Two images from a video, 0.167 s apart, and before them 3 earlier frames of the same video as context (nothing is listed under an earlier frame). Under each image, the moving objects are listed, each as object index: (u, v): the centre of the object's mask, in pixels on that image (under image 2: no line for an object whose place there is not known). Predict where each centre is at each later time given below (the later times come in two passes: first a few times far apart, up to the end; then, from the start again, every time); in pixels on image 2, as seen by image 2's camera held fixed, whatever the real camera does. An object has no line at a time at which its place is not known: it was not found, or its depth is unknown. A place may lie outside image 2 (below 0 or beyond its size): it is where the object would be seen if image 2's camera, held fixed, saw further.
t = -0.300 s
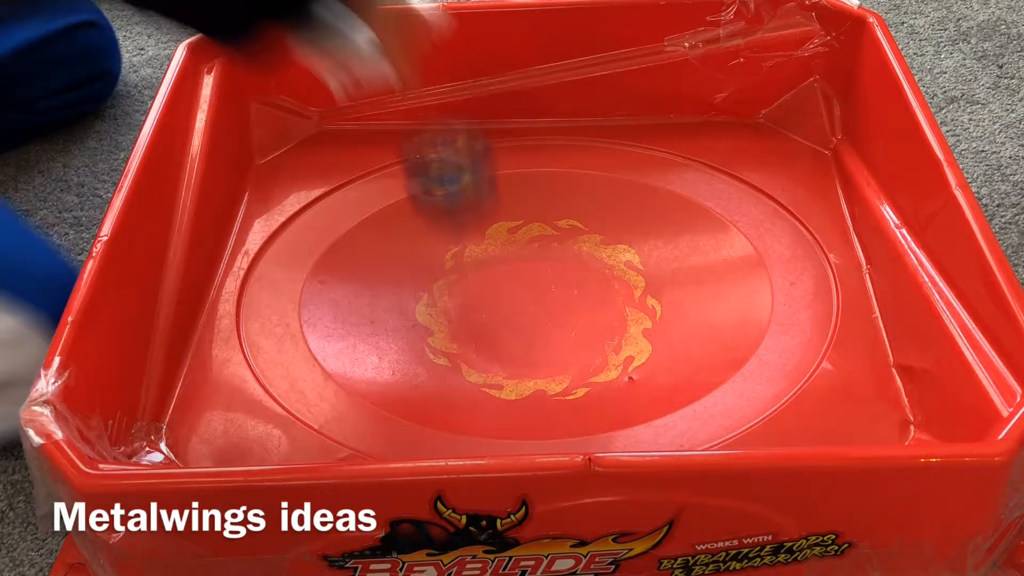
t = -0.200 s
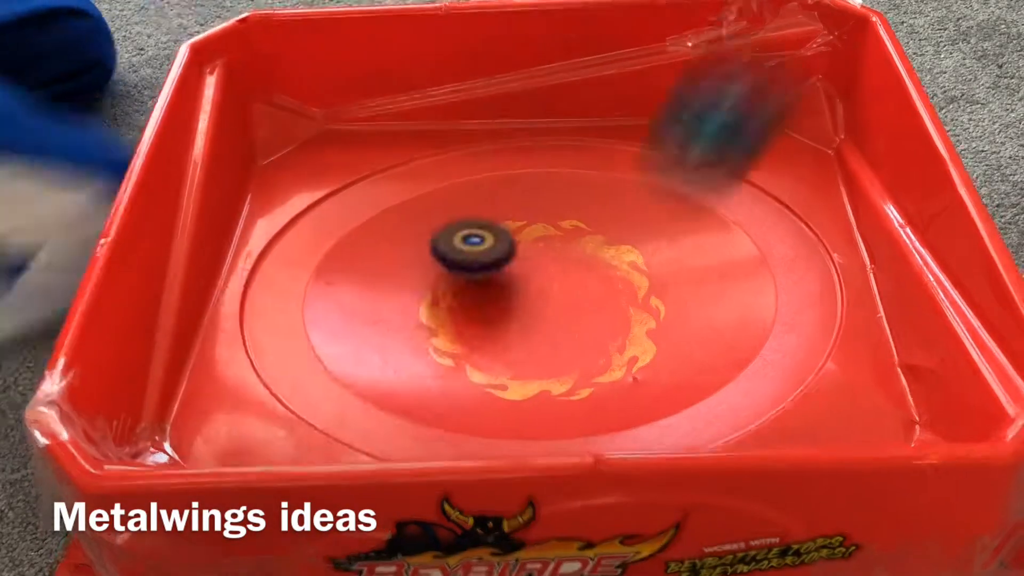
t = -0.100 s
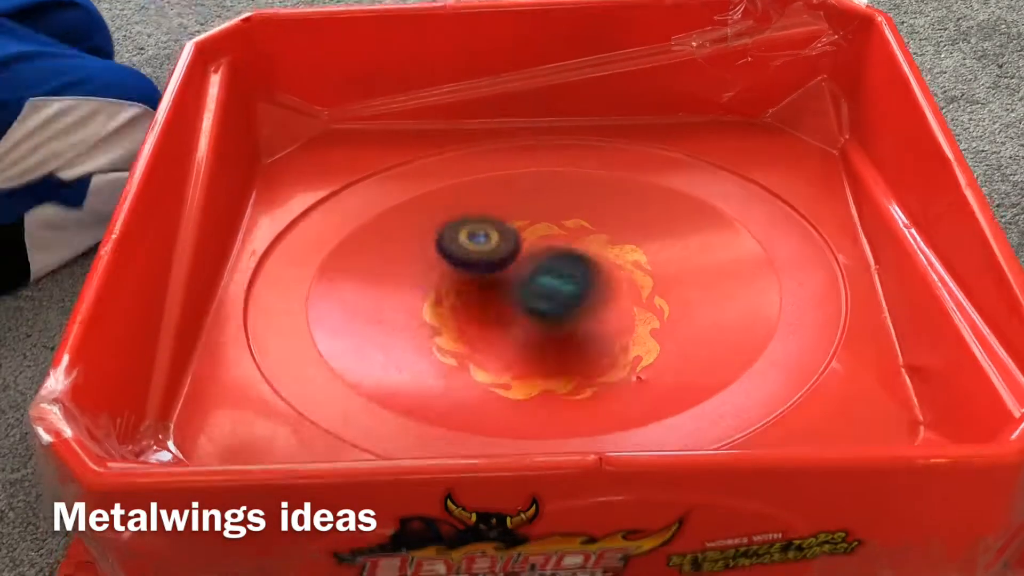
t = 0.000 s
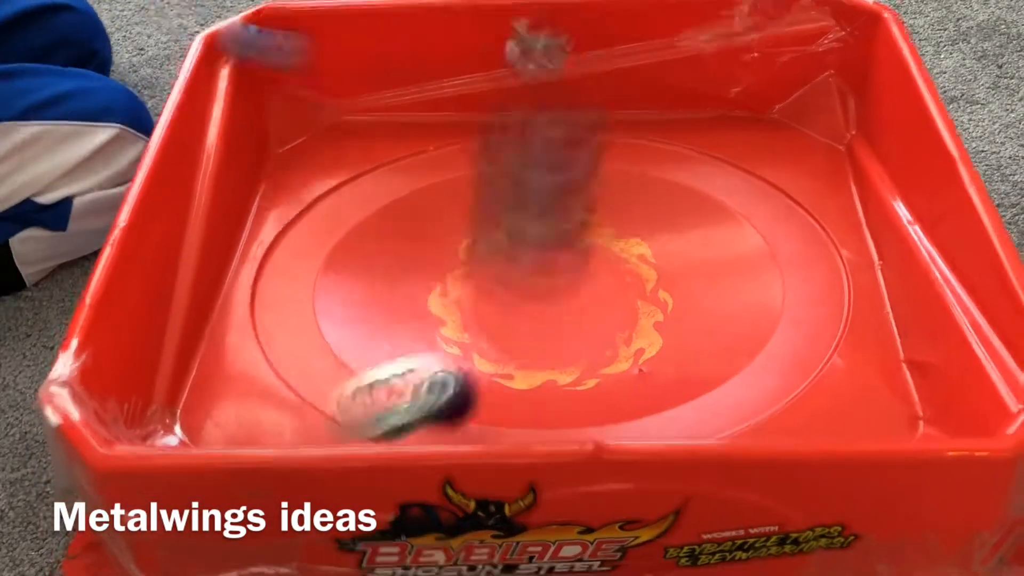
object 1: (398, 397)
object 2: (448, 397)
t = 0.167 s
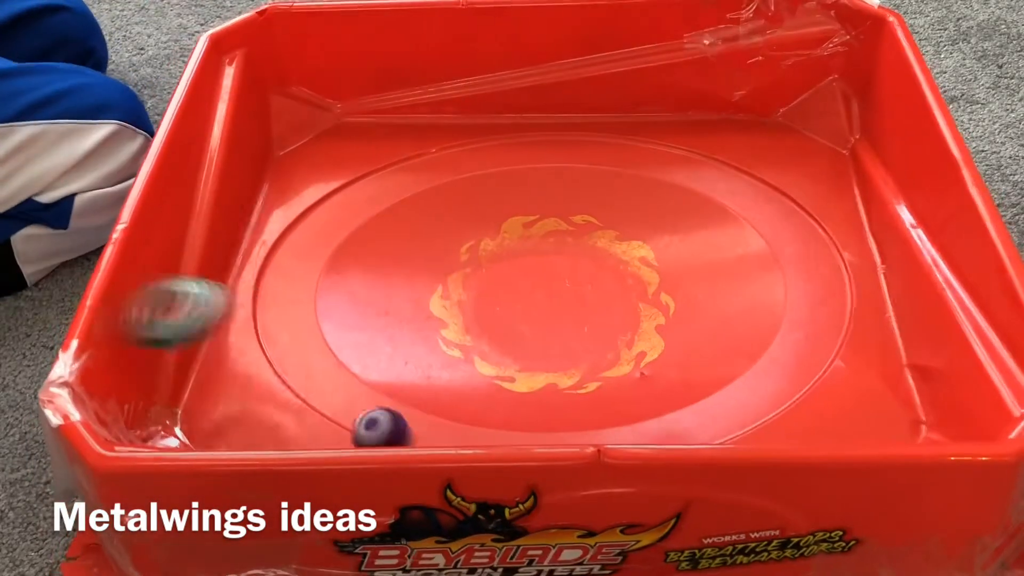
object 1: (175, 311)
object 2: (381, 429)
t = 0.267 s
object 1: (333, 324)
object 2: (359, 424)
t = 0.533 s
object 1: (717, 210)
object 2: (411, 434)
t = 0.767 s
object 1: (702, 158)
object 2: (566, 370)
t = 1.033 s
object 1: (524, 422)
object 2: (650, 178)
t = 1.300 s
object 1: (563, 271)
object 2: (561, 174)
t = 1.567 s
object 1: (460, 280)
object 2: (726, 171)
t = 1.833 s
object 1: (502, 338)
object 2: (714, 415)
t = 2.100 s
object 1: (553, 278)
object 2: (621, 264)
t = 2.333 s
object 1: (503, 255)
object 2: (500, 167)
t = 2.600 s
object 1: (519, 302)
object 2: (472, 241)
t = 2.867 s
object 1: (533, 353)
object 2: (521, 255)
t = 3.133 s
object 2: (528, 250)
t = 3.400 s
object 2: (528, 250)
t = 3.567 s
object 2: (528, 250)
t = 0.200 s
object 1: (231, 325)
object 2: (373, 427)
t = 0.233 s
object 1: (290, 346)
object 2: (365, 424)
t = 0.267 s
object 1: (333, 324)
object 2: (359, 424)
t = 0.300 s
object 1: (376, 312)
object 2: (356, 426)
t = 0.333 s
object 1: (422, 313)
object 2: (354, 427)
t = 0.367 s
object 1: (472, 308)
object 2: (357, 428)
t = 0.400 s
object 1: (524, 296)
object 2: (362, 431)
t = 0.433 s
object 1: (576, 280)
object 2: (369, 434)
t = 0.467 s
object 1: (621, 259)
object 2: (381, 435)
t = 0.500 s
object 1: (672, 236)
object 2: (394, 436)
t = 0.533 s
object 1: (717, 210)
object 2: (411, 434)
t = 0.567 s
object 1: (756, 194)
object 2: (430, 430)
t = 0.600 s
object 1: (792, 173)
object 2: (451, 426)
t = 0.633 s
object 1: (817, 164)
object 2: (472, 420)
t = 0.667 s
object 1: (791, 148)
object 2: (494, 410)
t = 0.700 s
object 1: (765, 134)
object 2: (517, 399)
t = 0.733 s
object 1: (737, 143)
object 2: (542, 385)
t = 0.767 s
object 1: (702, 158)
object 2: (566, 370)
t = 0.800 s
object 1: (665, 181)
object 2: (589, 349)
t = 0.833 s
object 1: (626, 206)
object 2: (610, 321)
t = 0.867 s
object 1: (586, 239)
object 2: (626, 290)
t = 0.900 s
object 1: (549, 272)
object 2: (639, 265)
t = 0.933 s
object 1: (540, 315)
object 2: (648, 240)
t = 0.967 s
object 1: (534, 359)
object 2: (653, 216)
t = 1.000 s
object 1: (530, 396)
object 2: (653, 194)
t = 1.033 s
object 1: (524, 422)
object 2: (650, 178)
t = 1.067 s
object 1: (528, 414)
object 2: (643, 167)
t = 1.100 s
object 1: (537, 386)
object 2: (633, 162)
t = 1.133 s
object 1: (546, 366)
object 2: (623, 164)
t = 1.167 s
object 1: (553, 361)
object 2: (607, 174)
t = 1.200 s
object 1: (560, 364)
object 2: (591, 187)
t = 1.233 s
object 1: (565, 325)
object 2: (576, 206)
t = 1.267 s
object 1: (570, 296)
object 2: (557, 227)
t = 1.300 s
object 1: (563, 271)
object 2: (561, 174)
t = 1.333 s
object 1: (553, 273)
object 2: (580, 74)
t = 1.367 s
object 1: (540, 271)
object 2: (598, 17)
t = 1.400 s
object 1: (527, 270)
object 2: (618, 10)
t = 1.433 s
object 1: (514, 272)
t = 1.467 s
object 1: (499, 272)
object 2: (664, 18)
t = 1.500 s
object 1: (485, 273)
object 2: (686, 47)
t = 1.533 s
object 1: (471, 276)
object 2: (707, 100)
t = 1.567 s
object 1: (460, 280)
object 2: (726, 171)
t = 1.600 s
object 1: (451, 286)
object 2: (744, 261)
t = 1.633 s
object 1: (445, 293)
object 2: (743, 270)
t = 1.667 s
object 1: (443, 301)
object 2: (740, 291)
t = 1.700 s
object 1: (445, 311)
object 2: (736, 328)
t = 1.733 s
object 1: (451, 320)
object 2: (725, 394)
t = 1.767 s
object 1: (464, 328)
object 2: (719, 420)
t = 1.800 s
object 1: (481, 334)
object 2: (716, 436)
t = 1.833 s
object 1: (502, 338)
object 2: (714, 415)
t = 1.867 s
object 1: (528, 337)
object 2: (711, 386)
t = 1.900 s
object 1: (553, 334)
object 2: (704, 367)
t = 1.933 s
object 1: (580, 325)
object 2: (698, 364)
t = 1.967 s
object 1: (579, 299)
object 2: (689, 368)
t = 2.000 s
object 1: (573, 287)
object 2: (672, 337)
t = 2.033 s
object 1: (568, 286)
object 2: (658, 320)
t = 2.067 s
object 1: (563, 294)
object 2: (638, 284)
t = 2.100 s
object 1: (553, 278)
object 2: (621, 264)
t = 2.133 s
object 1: (543, 271)
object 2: (600, 233)
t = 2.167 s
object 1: (534, 273)
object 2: (582, 213)
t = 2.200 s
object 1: (525, 260)
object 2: (563, 194)
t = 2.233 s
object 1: (517, 255)
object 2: (544, 176)
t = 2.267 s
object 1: (510, 261)
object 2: (527, 168)
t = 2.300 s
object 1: (506, 255)
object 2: (513, 164)
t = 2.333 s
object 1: (503, 255)
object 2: (500, 167)
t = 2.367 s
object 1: (502, 252)
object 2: (489, 175)
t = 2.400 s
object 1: (500, 250)
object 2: (480, 189)
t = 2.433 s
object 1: (500, 254)
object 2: (475, 203)
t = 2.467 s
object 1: (500, 262)
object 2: (472, 207)
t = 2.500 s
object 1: (503, 272)
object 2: (469, 215)
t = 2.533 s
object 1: (507, 282)
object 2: (468, 223)
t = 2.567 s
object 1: (513, 292)
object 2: (468, 232)
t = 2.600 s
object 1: (519, 302)
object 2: (472, 241)
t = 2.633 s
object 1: (526, 313)
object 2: (477, 254)
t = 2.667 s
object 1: (530, 317)
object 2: (484, 265)
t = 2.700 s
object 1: (529, 323)
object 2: (489, 274)
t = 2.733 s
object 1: (531, 327)
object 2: (497, 281)
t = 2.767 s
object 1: (531, 335)
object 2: (504, 274)
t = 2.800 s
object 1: (532, 343)
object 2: (511, 264)
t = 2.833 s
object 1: (532, 350)
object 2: (517, 259)
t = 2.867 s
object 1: (533, 353)
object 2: (521, 255)
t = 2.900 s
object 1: (535, 354)
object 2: (525, 251)
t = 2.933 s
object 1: (538, 354)
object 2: (527, 250)
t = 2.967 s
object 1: (539, 352)
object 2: (527, 250)
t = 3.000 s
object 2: (527, 250)
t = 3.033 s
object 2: (528, 250)
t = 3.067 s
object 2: (528, 250)
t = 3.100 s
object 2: (528, 250)
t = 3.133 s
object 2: (528, 250)
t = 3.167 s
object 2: (528, 250)
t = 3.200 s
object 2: (528, 250)
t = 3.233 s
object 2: (528, 250)
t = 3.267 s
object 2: (528, 250)
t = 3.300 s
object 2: (528, 250)
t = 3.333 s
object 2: (528, 250)
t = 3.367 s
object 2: (528, 250)
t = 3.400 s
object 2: (528, 250)
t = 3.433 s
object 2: (528, 250)
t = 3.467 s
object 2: (528, 250)
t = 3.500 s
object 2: (528, 250)
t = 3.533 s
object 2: (528, 250)
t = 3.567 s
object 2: (528, 250)
